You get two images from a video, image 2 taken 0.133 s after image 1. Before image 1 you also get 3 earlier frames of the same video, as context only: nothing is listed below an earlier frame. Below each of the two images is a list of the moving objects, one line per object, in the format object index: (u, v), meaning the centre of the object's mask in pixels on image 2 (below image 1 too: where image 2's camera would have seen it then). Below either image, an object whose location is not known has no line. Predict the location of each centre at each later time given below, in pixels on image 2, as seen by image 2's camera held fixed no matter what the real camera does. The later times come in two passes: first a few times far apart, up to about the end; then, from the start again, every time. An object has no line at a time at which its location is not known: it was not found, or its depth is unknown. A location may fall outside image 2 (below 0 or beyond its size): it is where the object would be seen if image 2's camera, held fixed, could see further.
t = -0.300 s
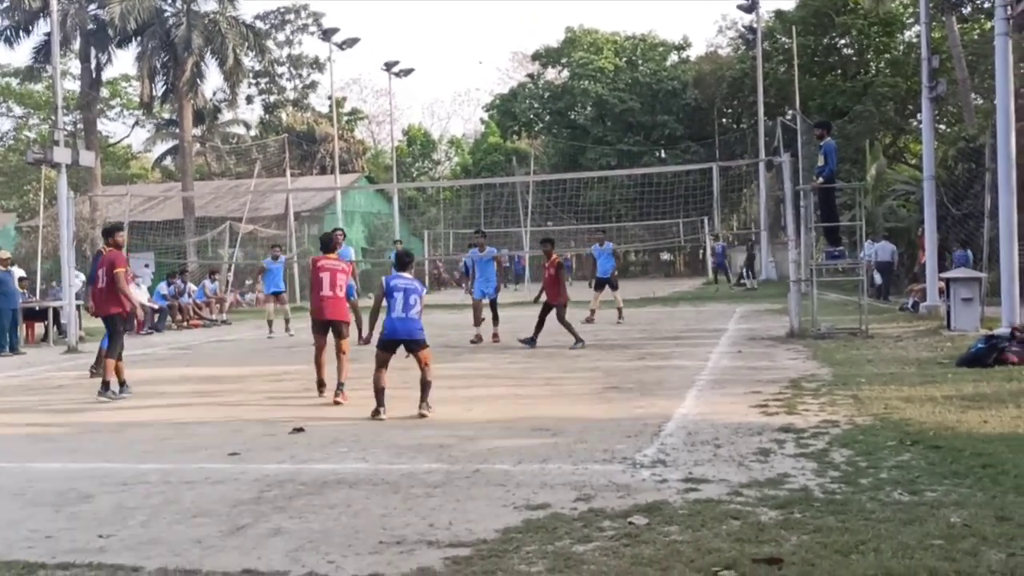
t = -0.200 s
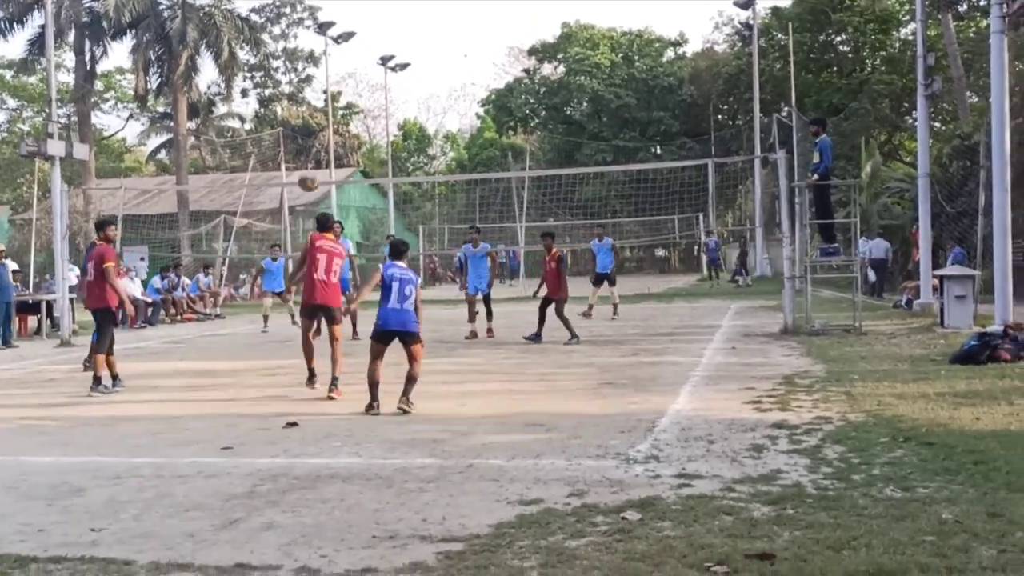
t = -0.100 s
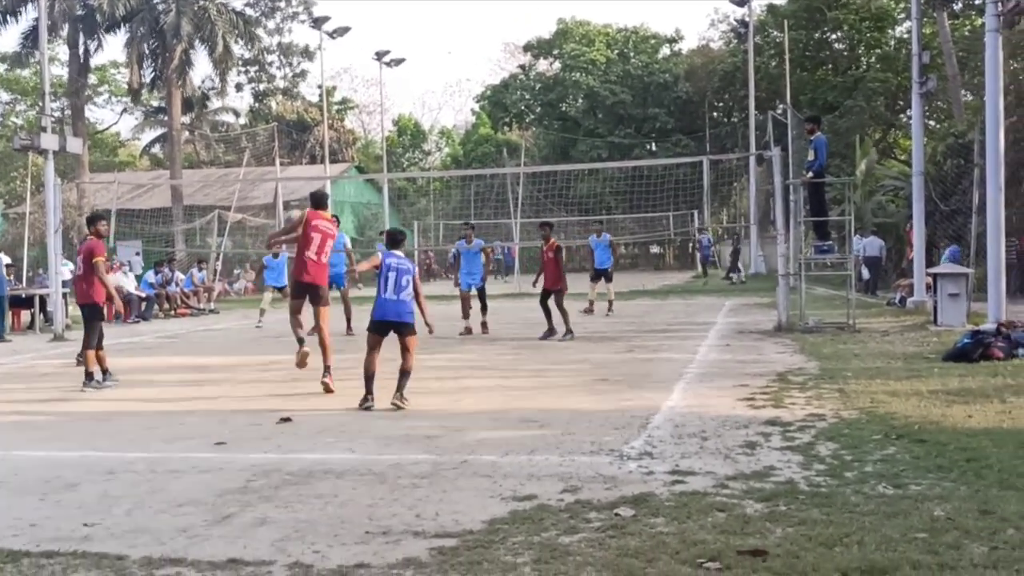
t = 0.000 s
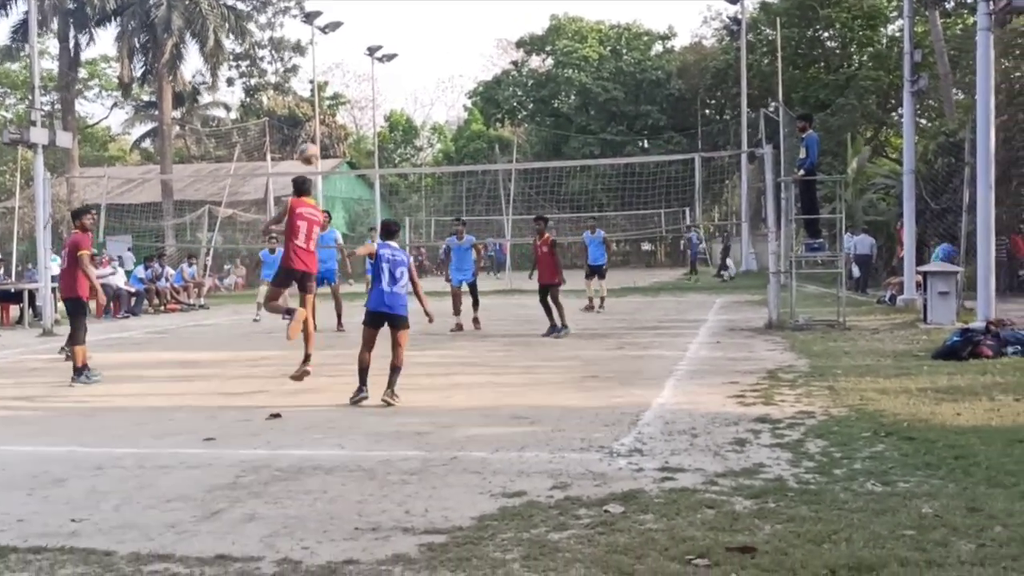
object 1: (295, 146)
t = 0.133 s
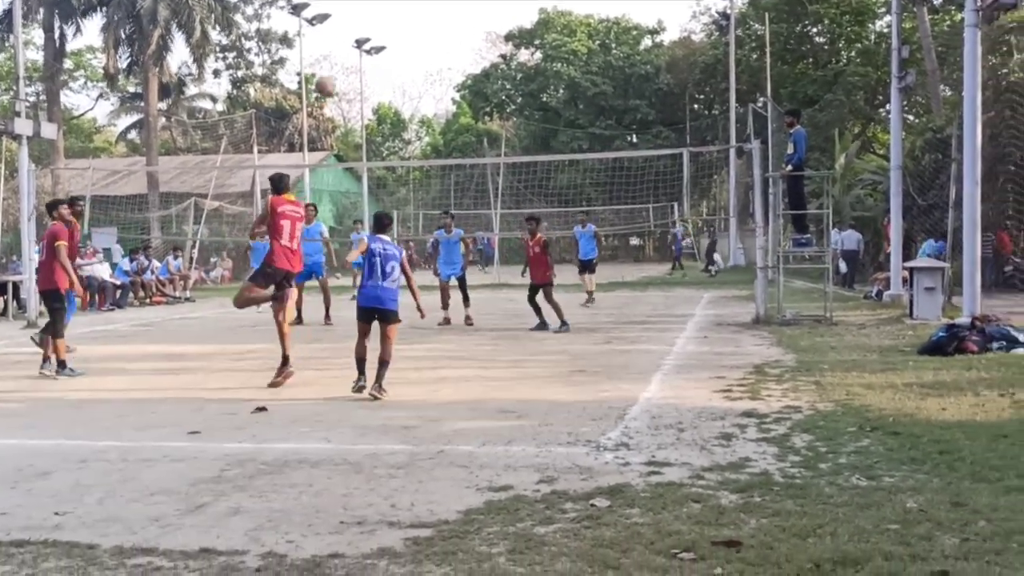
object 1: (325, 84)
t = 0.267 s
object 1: (351, 45)
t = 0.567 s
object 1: (407, 26)
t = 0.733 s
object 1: (437, 53)
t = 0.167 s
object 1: (331, 72)
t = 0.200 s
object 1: (338, 63)
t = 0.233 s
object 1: (348, 48)
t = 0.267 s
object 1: (351, 45)
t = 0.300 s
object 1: (359, 38)
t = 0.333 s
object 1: (367, 31)
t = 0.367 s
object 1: (371, 29)
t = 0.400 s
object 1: (377, 26)
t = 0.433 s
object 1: (387, 23)
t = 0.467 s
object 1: (389, 23)
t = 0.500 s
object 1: (395, 23)
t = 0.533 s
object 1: (404, 25)
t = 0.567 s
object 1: (407, 26)
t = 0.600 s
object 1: (413, 29)
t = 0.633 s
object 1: (421, 35)
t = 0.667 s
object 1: (424, 37)
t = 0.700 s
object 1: (429, 43)
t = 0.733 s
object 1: (437, 53)
